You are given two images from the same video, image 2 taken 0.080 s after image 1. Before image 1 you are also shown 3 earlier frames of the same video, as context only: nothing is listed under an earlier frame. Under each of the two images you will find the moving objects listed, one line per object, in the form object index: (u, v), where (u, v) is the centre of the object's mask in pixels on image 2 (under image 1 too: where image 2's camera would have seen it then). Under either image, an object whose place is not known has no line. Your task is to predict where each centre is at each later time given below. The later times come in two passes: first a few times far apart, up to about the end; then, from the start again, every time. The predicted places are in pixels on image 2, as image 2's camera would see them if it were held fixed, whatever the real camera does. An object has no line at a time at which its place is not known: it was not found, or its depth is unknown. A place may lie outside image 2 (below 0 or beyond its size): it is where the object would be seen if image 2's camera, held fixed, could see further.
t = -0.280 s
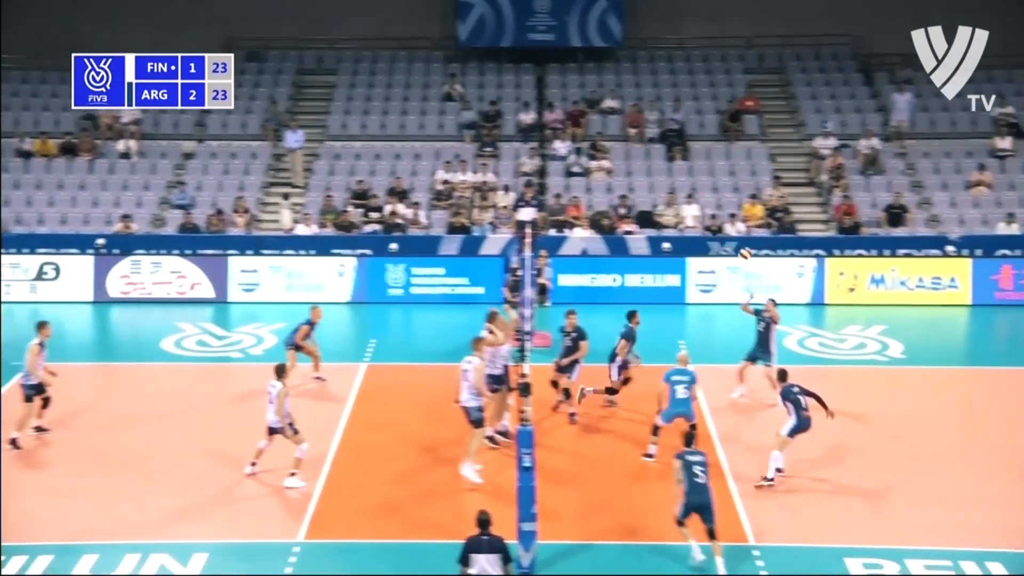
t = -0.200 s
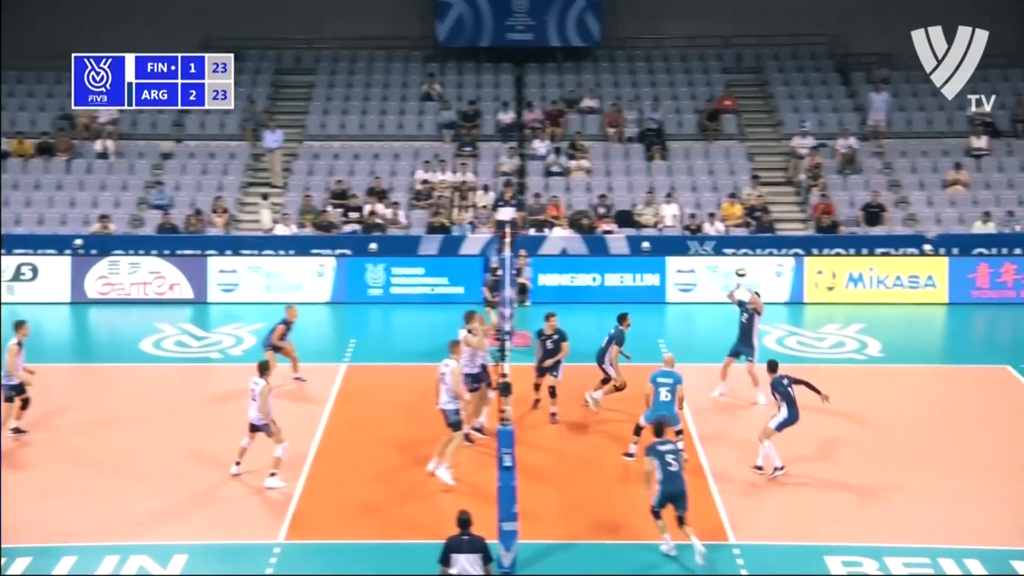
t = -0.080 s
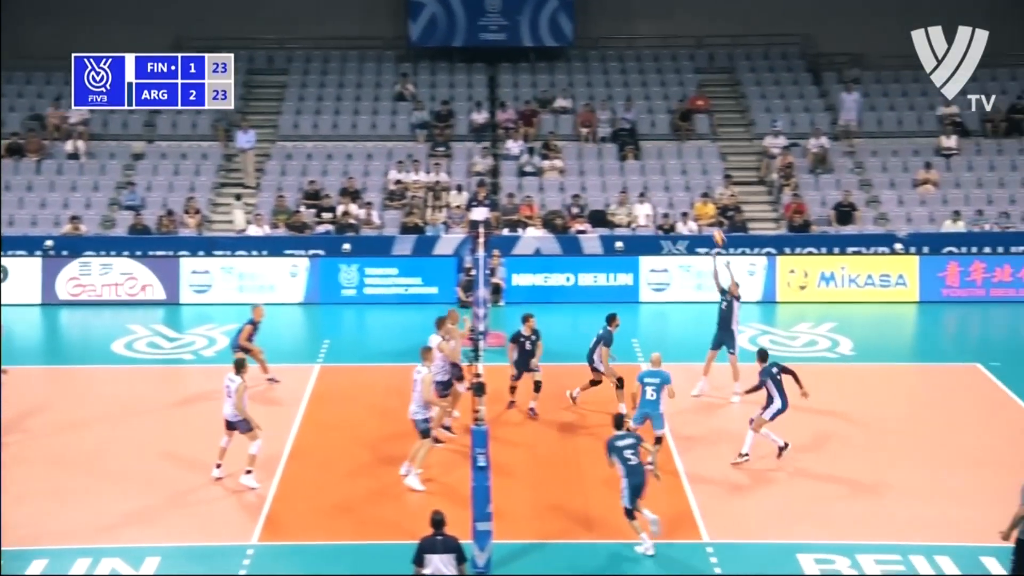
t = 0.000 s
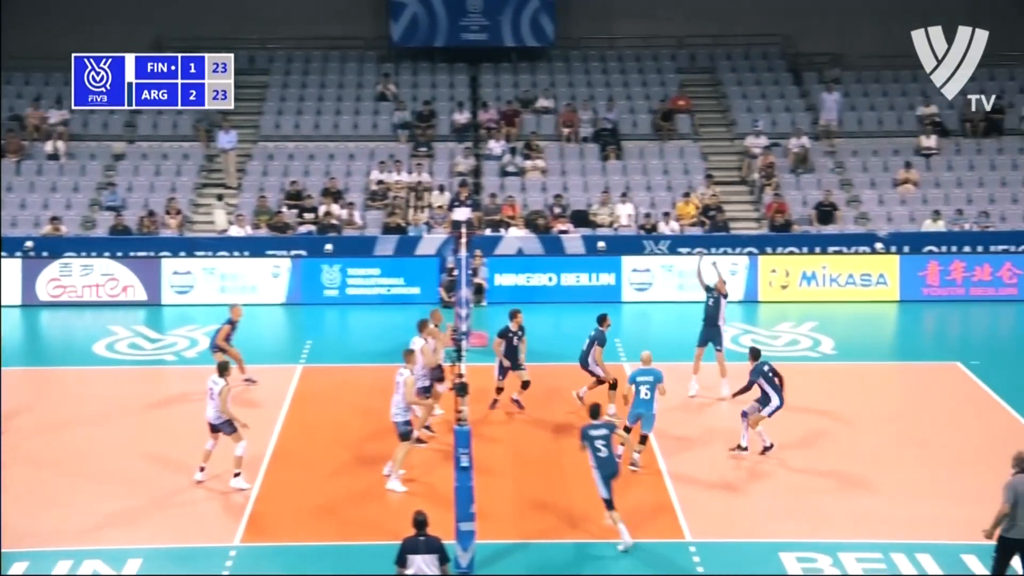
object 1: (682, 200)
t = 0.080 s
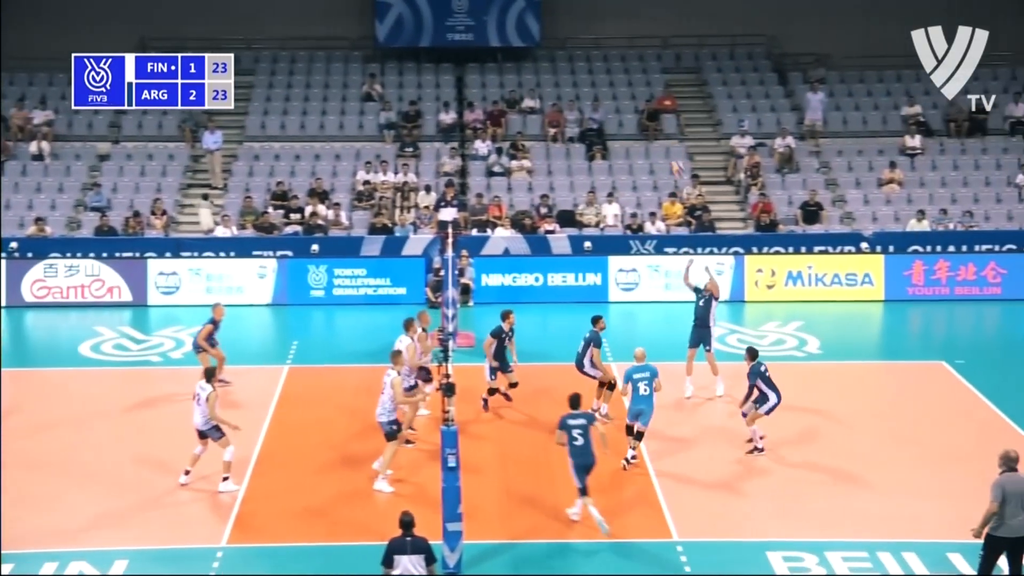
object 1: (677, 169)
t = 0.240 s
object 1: (667, 116)
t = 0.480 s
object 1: (650, 67)
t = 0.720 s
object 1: (635, 53)
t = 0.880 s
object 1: (623, 63)
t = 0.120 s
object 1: (676, 154)
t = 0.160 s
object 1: (672, 139)
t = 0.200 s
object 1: (670, 128)
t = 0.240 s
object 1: (667, 116)
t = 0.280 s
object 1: (664, 105)
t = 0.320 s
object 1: (661, 96)
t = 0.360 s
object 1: (659, 87)
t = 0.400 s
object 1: (656, 80)
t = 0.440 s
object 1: (653, 73)
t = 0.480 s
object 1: (650, 67)
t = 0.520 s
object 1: (647, 63)
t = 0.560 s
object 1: (645, 58)
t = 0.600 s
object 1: (643, 56)
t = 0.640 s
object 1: (640, 54)
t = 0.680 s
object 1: (637, 53)
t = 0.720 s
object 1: (635, 53)
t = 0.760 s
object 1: (629, 54)
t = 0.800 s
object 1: (626, 56)
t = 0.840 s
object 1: (625, 59)
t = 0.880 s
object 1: (623, 63)
